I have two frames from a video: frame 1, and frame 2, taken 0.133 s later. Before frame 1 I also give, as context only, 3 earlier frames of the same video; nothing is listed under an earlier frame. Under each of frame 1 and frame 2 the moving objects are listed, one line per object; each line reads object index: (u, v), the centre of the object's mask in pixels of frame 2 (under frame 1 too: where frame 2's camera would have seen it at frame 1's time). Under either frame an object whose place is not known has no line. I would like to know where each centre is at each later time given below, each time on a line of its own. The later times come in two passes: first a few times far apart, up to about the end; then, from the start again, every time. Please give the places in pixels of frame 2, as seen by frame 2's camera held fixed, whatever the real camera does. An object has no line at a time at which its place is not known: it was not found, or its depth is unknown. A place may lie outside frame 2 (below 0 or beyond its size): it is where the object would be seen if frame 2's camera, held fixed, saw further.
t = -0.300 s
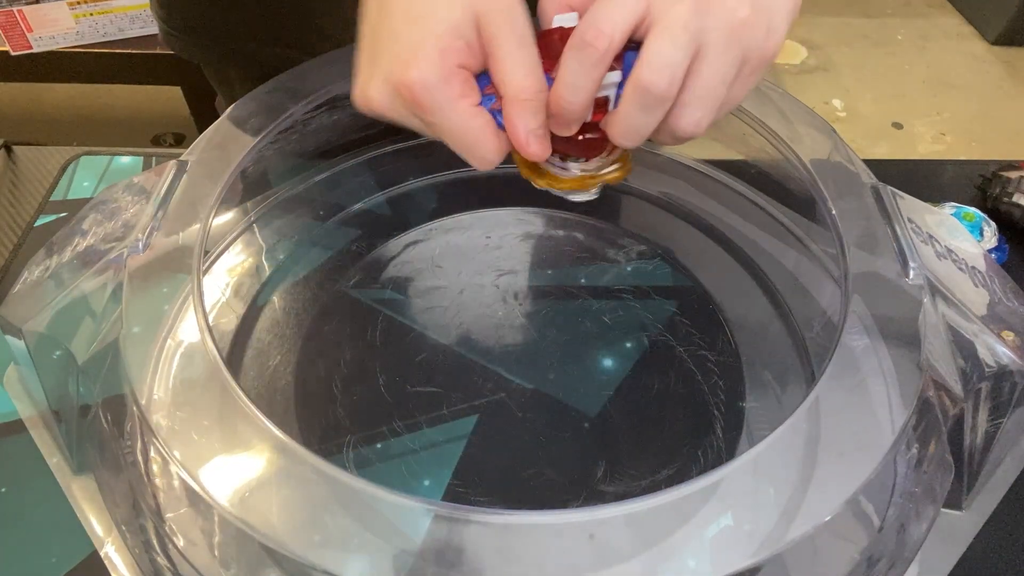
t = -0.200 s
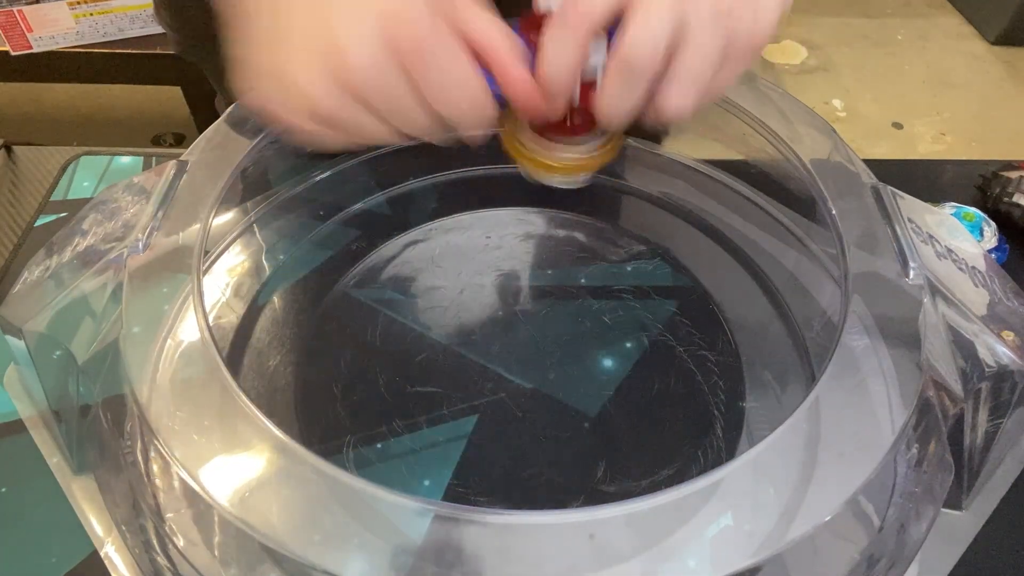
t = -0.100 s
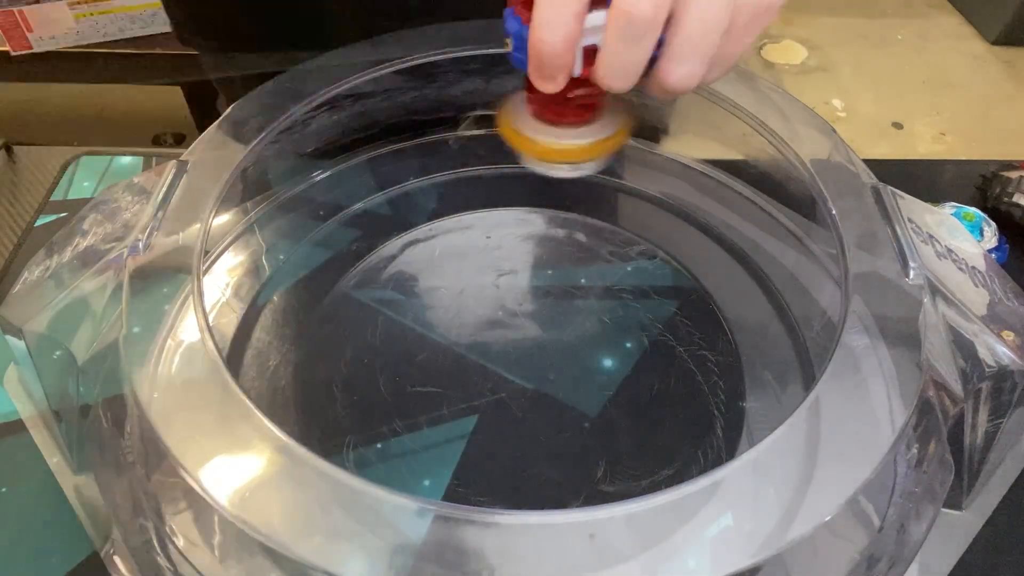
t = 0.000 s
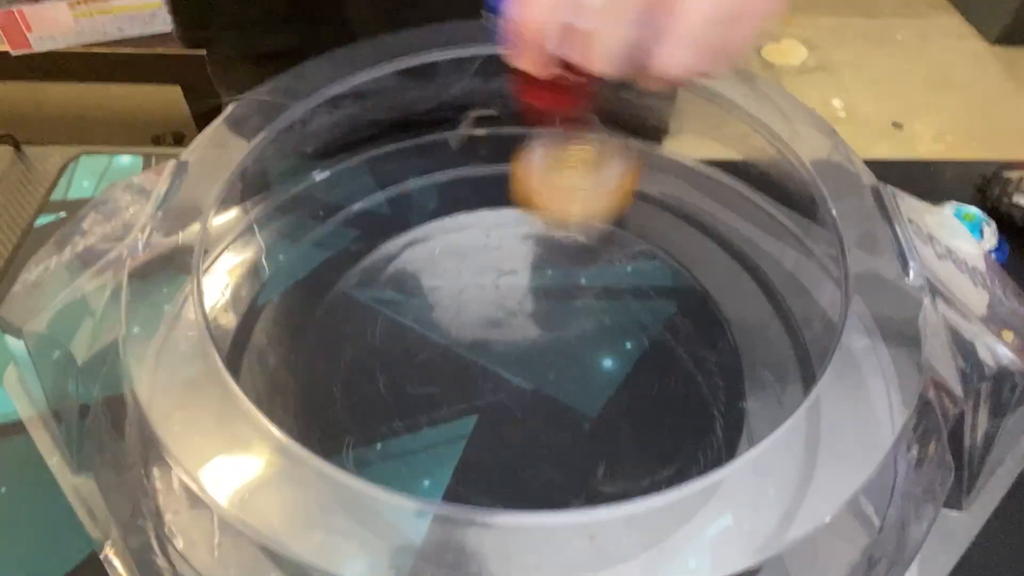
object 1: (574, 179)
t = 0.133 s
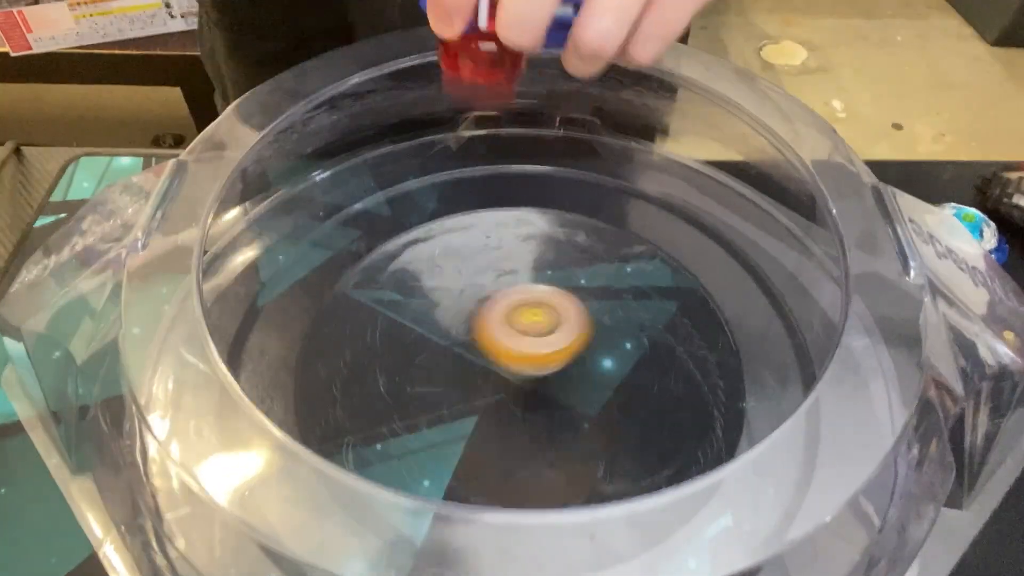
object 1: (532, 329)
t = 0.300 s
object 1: (461, 383)
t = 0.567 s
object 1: (505, 369)
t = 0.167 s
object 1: (515, 336)
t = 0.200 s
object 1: (497, 354)
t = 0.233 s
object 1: (481, 379)
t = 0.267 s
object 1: (471, 378)
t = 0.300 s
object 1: (461, 383)
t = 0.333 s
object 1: (456, 388)
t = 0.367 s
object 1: (456, 386)
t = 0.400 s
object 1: (459, 386)
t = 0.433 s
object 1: (465, 384)
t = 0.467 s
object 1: (473, 381)
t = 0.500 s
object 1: (482, 377)
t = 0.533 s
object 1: (493, 373)
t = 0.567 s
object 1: (505, 369)
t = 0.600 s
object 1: (514, 365)
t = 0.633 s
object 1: (523, 360)
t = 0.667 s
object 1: (531, 356)
